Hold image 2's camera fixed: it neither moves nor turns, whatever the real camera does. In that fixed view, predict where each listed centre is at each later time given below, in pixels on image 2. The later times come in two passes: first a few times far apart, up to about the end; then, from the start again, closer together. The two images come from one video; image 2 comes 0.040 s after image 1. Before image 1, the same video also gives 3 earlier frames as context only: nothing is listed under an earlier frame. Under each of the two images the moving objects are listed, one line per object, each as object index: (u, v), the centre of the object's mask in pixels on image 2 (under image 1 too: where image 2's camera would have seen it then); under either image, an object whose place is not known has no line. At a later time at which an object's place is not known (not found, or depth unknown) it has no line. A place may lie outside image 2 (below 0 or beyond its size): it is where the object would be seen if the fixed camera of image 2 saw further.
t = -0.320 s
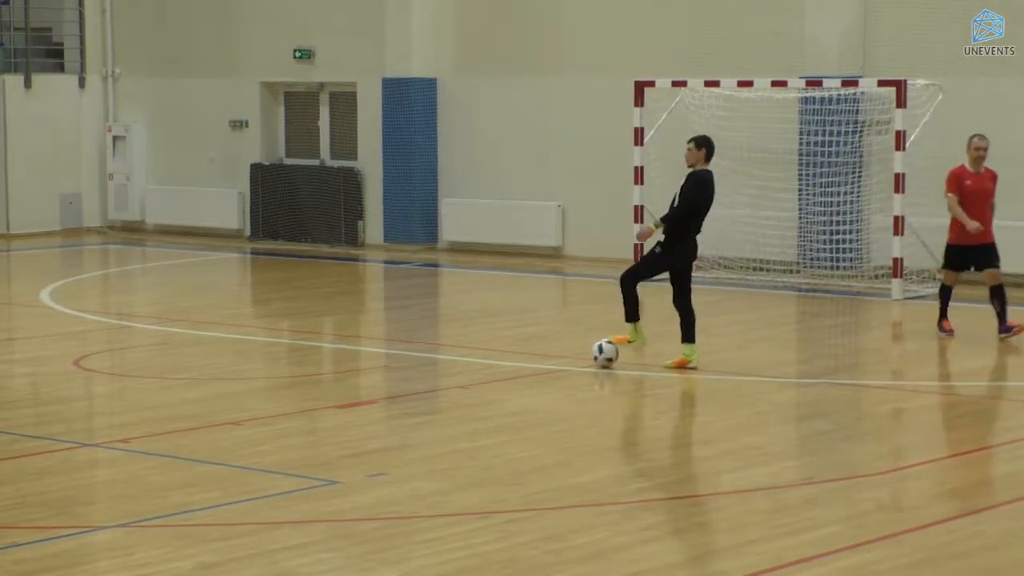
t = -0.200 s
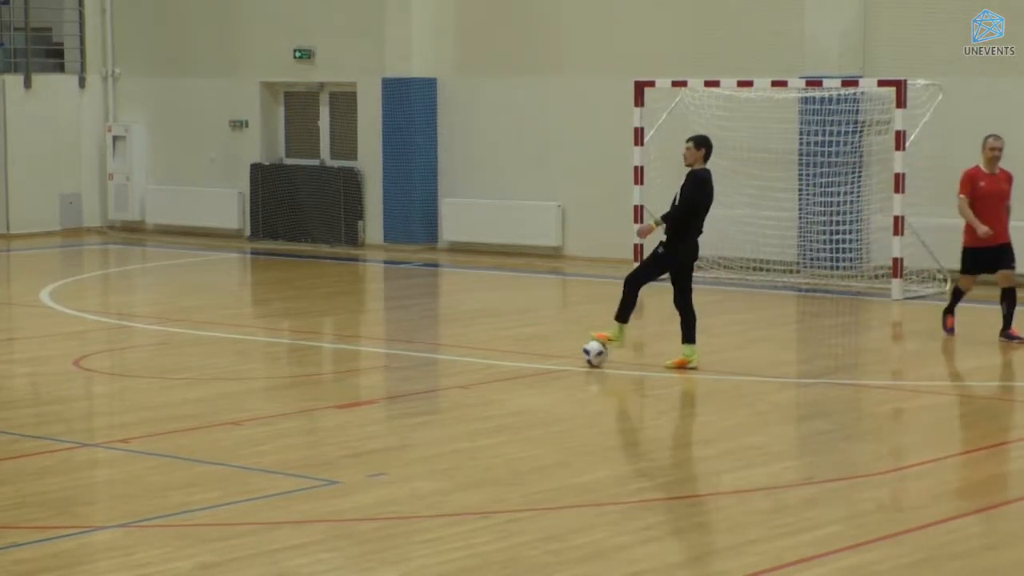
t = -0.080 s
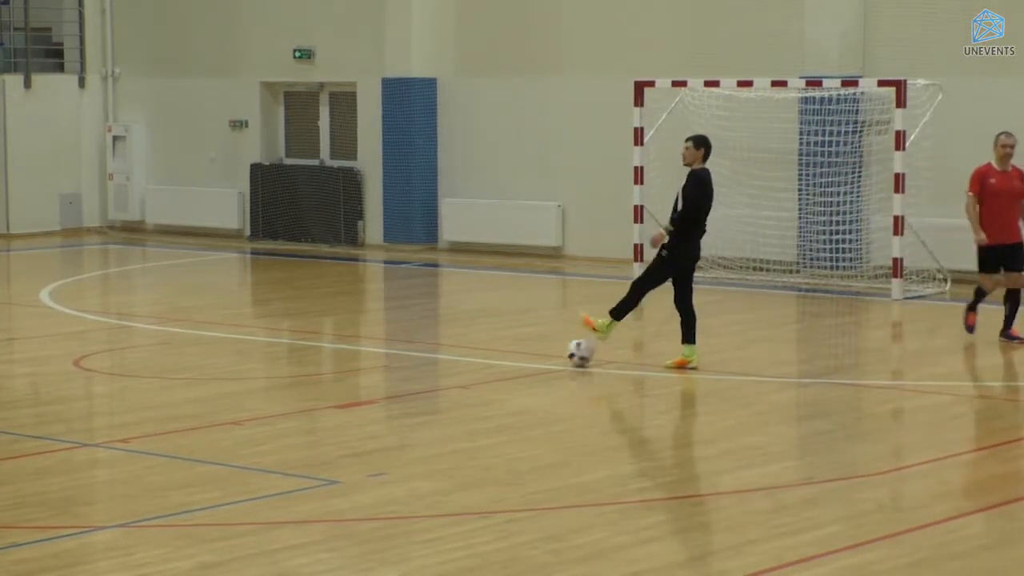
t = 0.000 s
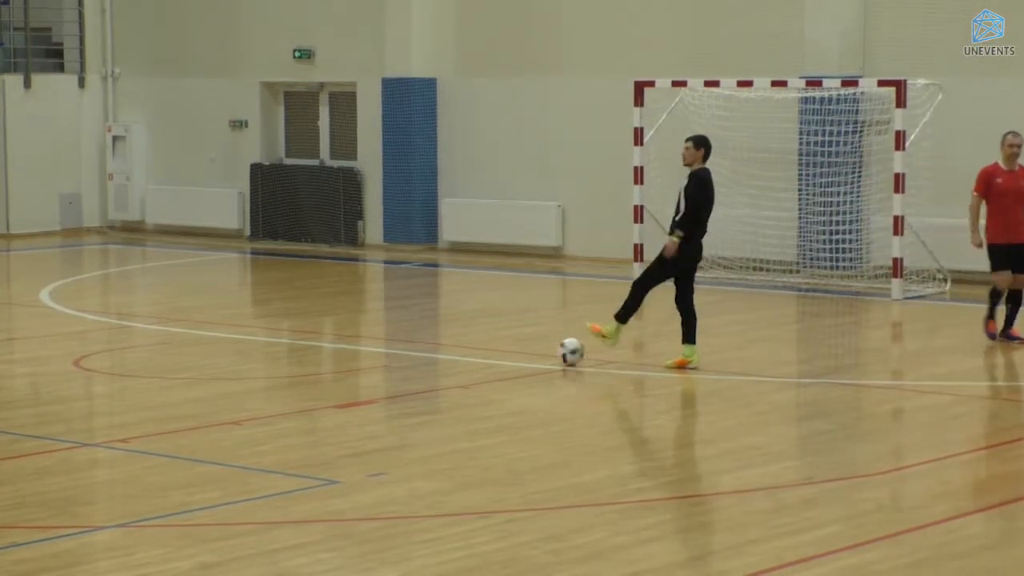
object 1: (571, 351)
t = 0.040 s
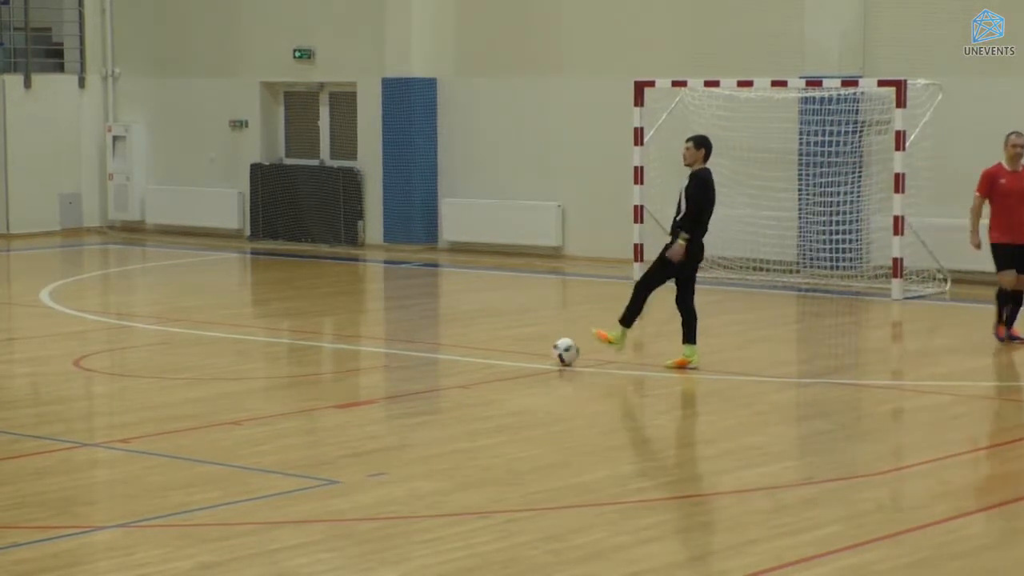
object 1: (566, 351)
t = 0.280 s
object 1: (539, 350)
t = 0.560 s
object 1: (508, 348)
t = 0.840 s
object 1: (479, 346)
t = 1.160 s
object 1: (447, 345)
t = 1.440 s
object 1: (420, 343)
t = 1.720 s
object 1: (395, 341)
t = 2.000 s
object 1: (369, 340)
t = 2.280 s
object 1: (345, 339)
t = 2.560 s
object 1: (322, 337)
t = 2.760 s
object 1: (306, 336)
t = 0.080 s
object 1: (562, 351)
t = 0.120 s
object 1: (557, 351)
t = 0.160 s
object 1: (552, 351)
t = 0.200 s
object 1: (548, 351)
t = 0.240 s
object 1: (543, 350)
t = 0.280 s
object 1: (539, 350)
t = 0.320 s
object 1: (534, 350)
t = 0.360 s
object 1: (531, 350)
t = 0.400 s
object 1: (525, 349)
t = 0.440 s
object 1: (522, 349)
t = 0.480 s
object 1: (517, 349)
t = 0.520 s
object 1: (513, 348)
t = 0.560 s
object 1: (508, 348)
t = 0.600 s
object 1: (503, 348)
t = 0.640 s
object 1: (500, 348)
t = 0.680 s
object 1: (496, 347)
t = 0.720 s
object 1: (491, 347)
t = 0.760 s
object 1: (487, 347)
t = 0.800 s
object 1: (484, 346)
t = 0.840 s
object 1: (479, 346)
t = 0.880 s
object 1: (475, 347)
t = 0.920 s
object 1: (471, 347)
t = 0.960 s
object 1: (466, 346)
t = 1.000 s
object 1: (463, 346)
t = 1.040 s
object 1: (460, 346)
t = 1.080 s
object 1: (455, 345)
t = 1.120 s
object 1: (451, 345)
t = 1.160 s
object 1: (447, 345)
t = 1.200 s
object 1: (443, 345)
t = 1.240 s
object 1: (439, 344)
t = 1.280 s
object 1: (435, 344)
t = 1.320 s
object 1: (431, 344)
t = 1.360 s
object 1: (427, 344)
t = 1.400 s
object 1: (424, 343)
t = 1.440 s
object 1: (420, 343)
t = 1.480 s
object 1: (417, 343)
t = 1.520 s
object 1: (413, 342)
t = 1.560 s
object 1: (409, 342)
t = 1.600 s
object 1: (405, 342)
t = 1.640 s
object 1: (402, 342)
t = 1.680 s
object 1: (398, 342)
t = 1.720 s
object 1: (395, 341)
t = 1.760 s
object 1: (391, 341)
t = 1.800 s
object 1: (388, 341)
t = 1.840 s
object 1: (383, 341)
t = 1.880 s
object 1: (381, 340)
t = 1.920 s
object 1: (376, 340)
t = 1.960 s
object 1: (373, 340)
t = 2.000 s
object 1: (369, 340)
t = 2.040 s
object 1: (365, 340)
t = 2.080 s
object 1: (362, 340)
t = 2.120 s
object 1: (358, 340)
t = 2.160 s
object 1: (355, 339)
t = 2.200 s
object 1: (352, 339)
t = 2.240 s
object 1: (348, 339)
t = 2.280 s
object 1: (345, 339)
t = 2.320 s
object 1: (342, 338)
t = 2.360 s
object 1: (339, 338)
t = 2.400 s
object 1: (335, 338)
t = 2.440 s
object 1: (332, 338)
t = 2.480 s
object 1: (330, 337)
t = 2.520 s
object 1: (326, 337)
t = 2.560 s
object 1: (322, 337)
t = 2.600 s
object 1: (319, 337)
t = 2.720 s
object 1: (310, 336)
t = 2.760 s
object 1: (306, 336)
